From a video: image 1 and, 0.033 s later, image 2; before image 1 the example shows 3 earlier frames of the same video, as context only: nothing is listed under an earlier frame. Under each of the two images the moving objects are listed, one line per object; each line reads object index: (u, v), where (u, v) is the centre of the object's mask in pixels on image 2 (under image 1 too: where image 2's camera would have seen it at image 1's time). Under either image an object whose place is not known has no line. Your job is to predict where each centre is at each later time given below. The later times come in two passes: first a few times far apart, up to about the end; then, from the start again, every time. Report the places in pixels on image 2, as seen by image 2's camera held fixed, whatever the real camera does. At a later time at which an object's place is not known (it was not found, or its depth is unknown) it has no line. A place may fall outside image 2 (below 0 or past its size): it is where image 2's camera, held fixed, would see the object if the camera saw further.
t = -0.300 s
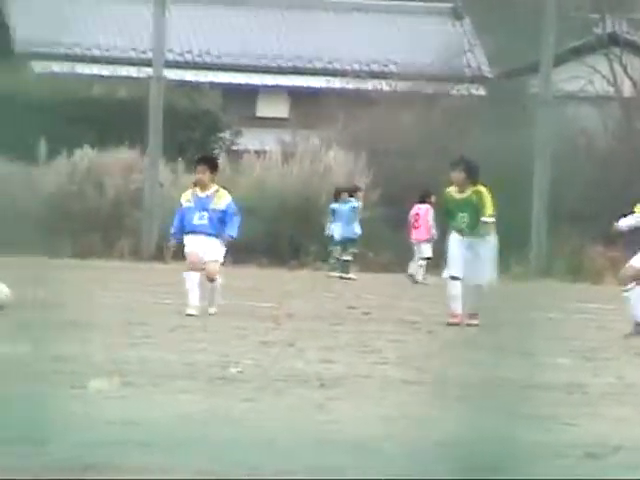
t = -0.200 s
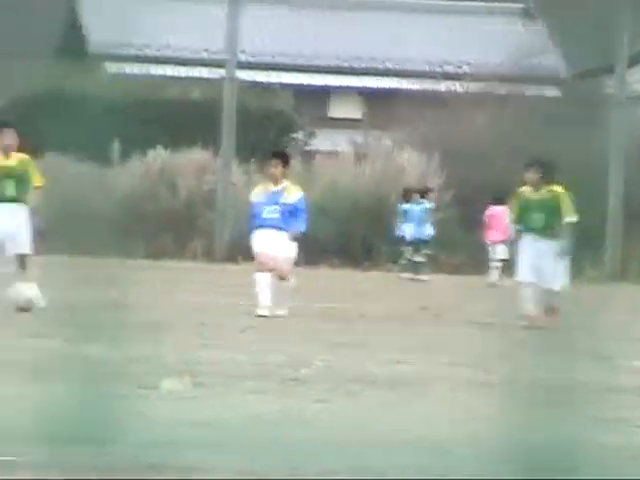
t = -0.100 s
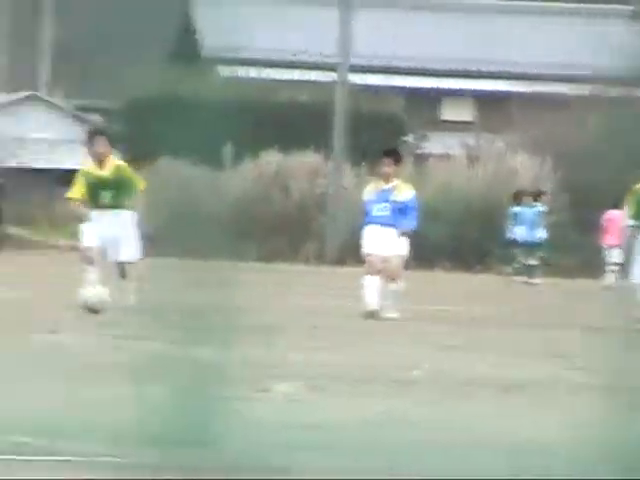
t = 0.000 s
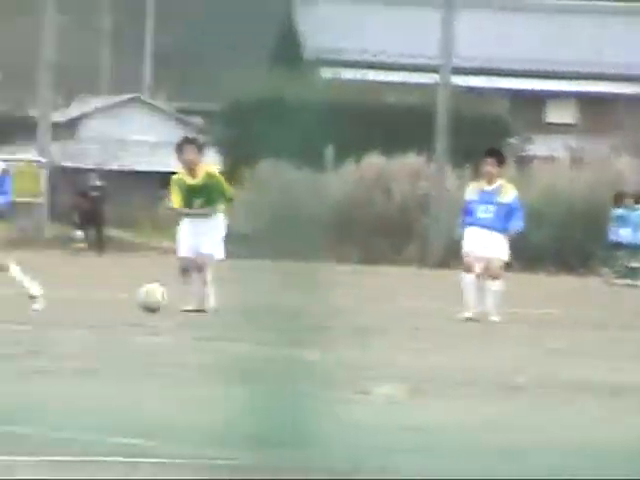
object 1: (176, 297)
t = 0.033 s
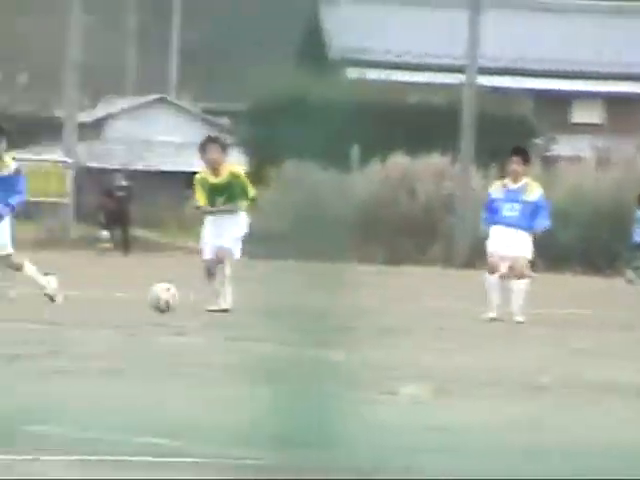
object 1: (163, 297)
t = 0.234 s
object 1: (78, 297)
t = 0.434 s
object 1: (-12, 296)
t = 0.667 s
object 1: (-118, 294)
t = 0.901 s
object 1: (-228, 291)
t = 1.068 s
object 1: (-309, 290)
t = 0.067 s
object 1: (150, 298)
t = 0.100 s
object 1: (134, 298)
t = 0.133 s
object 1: (121, 296)
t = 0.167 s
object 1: (107, 295)
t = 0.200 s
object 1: (94, 296)
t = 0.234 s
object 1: (78, 297)
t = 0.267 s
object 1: (65, 296)
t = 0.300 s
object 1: (50, 297)
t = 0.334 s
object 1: (34, 297)
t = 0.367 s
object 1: (19, 297)
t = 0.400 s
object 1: (5, 297)
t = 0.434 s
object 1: (-12, 296)
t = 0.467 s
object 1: (-25, 297)
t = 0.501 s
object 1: (-41, 296)
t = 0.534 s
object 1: (-55, 295)
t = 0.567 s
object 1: (-72, 295)
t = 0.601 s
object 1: (-88, 295)
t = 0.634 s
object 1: (-102, 294)
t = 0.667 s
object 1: (-118, 294)
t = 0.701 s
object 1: (-133, 295)
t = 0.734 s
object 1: (-149, 293)
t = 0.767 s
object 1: (-165, 293)
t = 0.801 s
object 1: (-180, 294)
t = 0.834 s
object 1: (-195, 293)
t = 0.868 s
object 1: (-213, 292)
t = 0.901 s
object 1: (-228, 291)
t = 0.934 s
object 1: (-244, 289)
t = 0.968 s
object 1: (-259, 288)
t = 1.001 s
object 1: (-275, 290)
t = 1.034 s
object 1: (-293, 293)
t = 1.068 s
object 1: (-309, 290)
